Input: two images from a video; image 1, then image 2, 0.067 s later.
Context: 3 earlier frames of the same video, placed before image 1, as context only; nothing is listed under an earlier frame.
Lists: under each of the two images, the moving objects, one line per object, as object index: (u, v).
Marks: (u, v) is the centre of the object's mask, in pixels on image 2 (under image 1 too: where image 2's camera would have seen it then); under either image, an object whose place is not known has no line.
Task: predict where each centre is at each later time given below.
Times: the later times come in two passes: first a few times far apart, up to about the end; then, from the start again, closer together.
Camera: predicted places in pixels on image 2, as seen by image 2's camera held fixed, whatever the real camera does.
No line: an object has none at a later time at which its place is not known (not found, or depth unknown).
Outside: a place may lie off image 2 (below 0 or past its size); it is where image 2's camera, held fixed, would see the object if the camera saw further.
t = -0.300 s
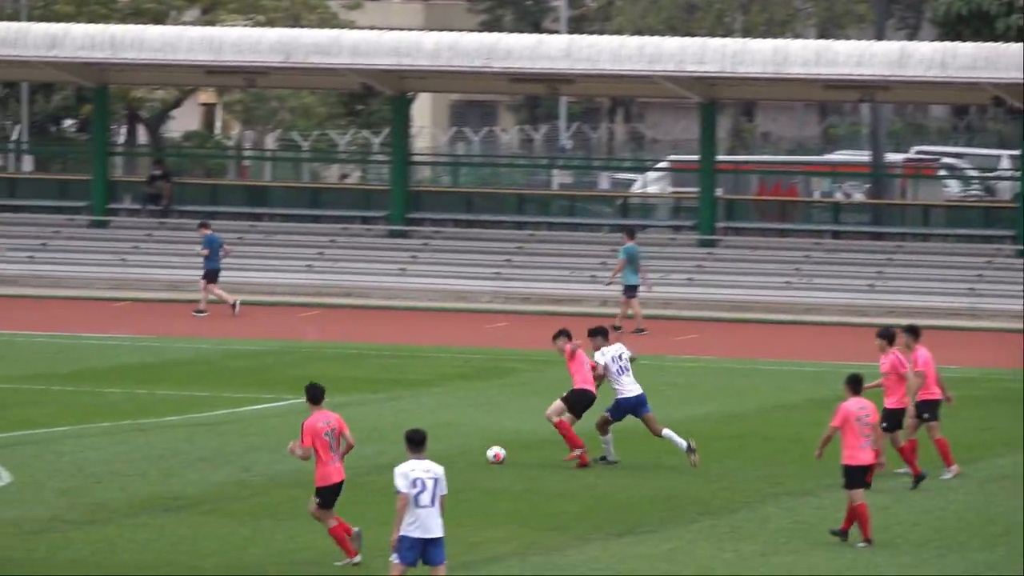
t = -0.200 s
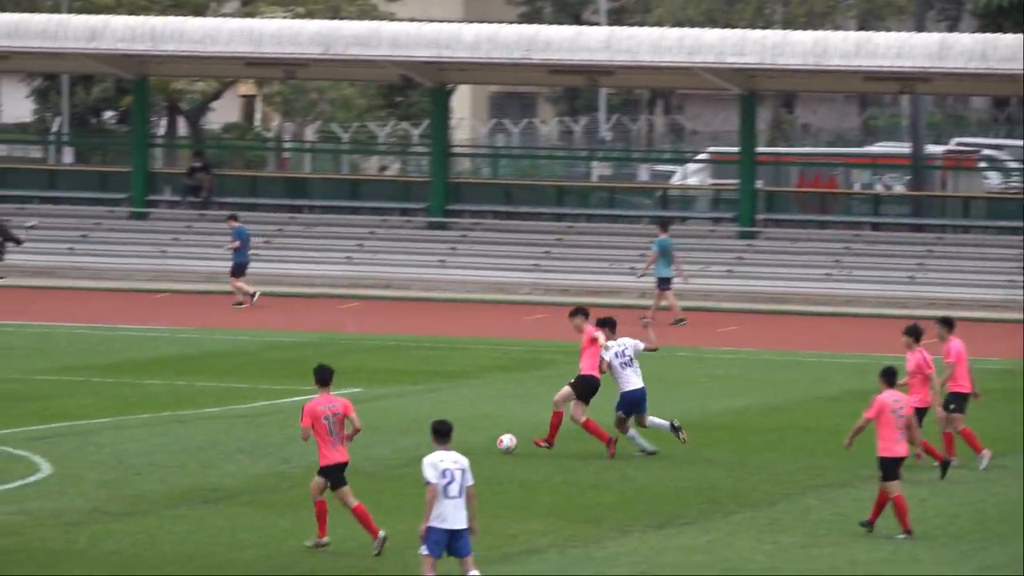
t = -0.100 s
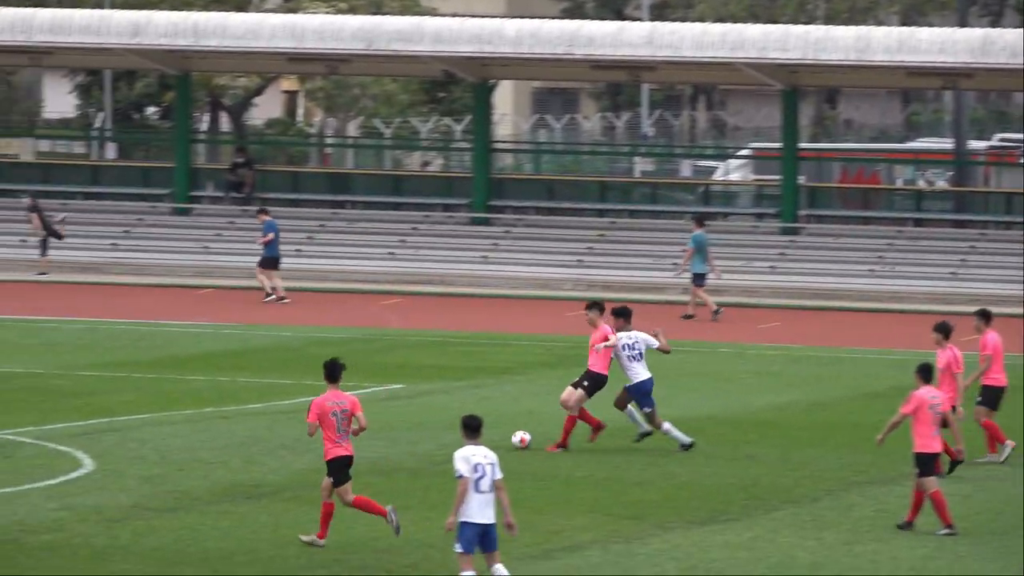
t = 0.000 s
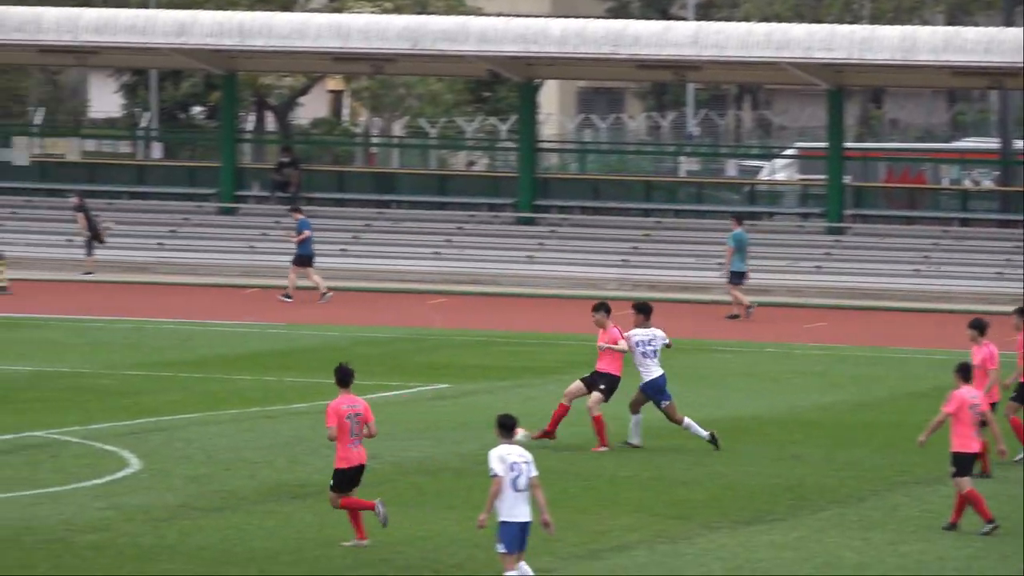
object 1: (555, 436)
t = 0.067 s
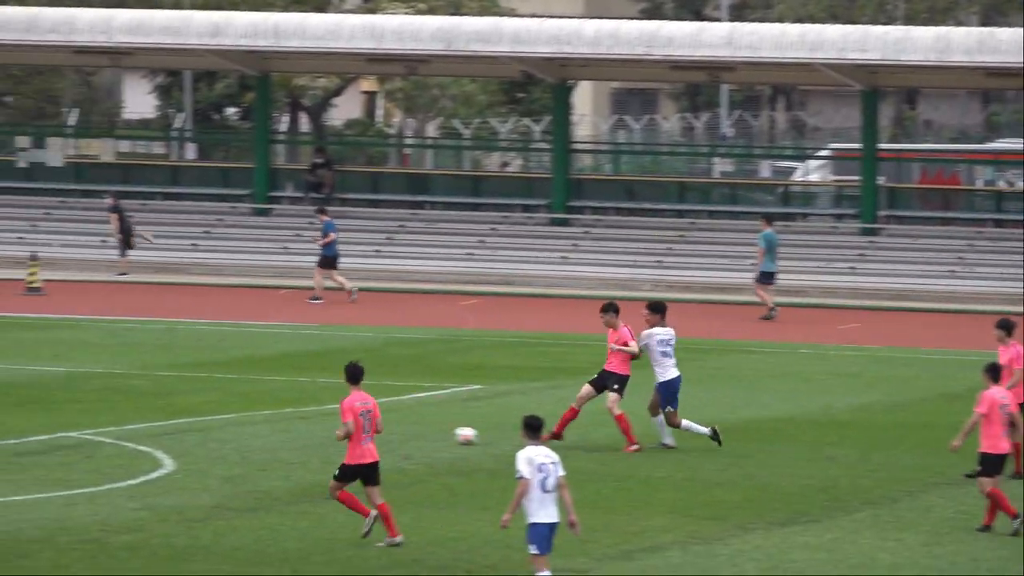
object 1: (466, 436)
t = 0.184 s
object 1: (336, 431)
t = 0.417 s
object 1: (106, 430)
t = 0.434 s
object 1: (93, 430)
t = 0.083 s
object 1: (446, 435)
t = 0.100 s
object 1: (427, 434)
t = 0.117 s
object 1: (407, 433)
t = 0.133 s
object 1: (388, 432)
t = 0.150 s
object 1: (370, 432)
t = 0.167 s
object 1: (351, 432)
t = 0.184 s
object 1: (336, 431)
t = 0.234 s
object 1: (274, 428)
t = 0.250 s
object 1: (258, 430)
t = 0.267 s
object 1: (243, 431)
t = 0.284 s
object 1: (225, 430)
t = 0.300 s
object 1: (209, 430)
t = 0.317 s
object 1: (194, 431)
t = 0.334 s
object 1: (177, 430)
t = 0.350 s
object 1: (162, 429)
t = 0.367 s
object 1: (147, 429)
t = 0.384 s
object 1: (133, 429)
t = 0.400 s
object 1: (120, 429)
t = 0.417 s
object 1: (106, 430)
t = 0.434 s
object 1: (93, 430)
